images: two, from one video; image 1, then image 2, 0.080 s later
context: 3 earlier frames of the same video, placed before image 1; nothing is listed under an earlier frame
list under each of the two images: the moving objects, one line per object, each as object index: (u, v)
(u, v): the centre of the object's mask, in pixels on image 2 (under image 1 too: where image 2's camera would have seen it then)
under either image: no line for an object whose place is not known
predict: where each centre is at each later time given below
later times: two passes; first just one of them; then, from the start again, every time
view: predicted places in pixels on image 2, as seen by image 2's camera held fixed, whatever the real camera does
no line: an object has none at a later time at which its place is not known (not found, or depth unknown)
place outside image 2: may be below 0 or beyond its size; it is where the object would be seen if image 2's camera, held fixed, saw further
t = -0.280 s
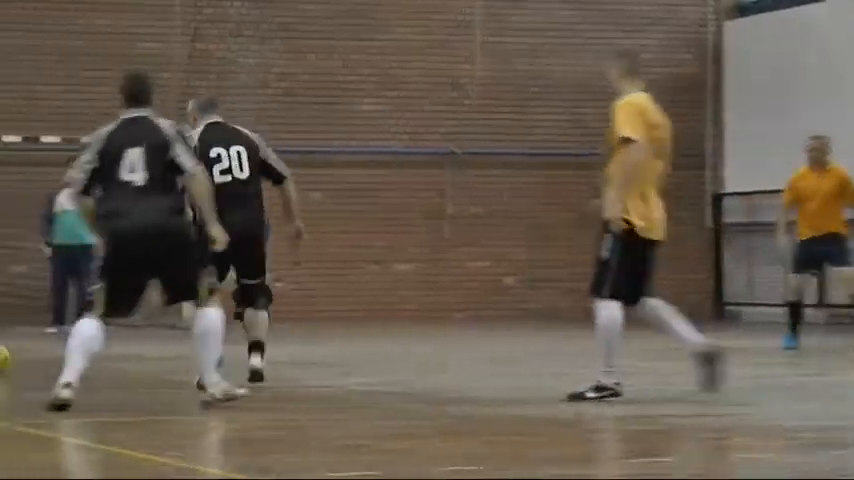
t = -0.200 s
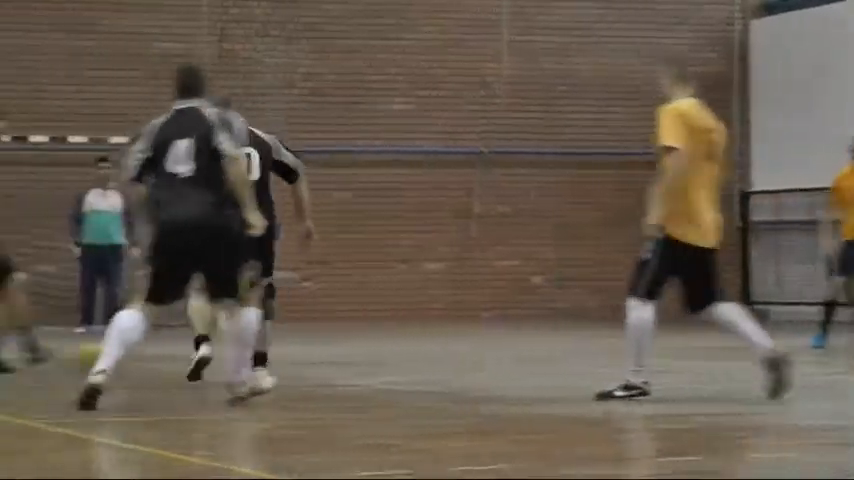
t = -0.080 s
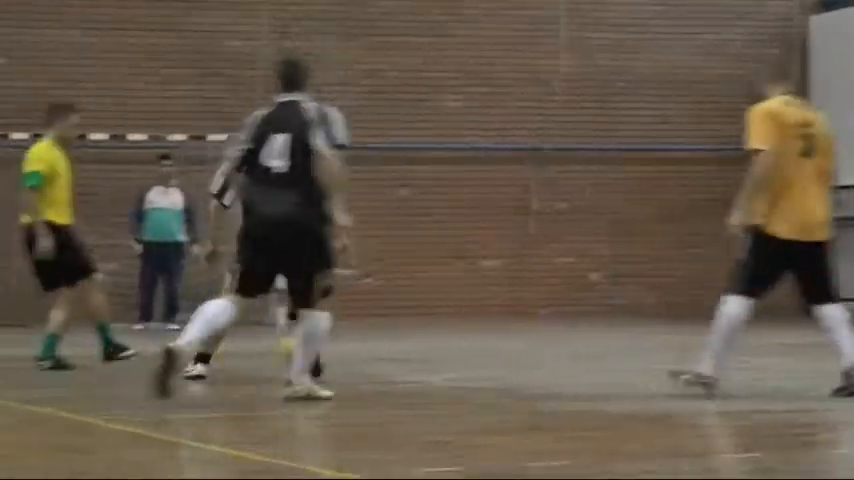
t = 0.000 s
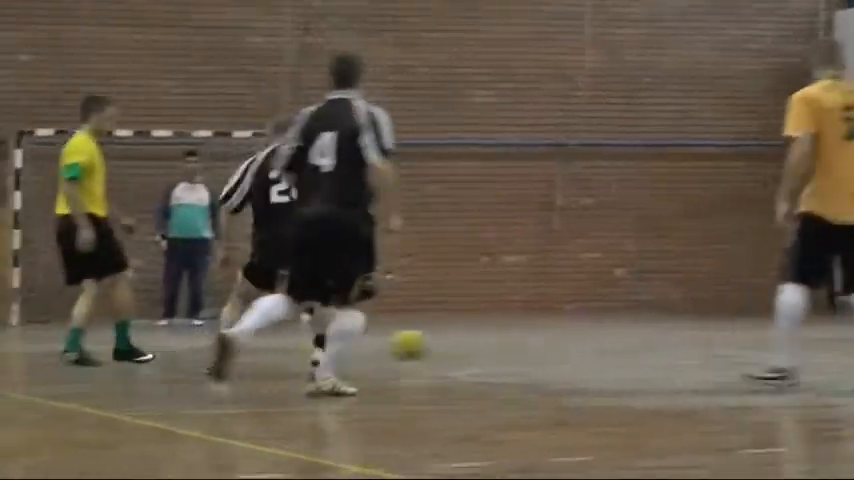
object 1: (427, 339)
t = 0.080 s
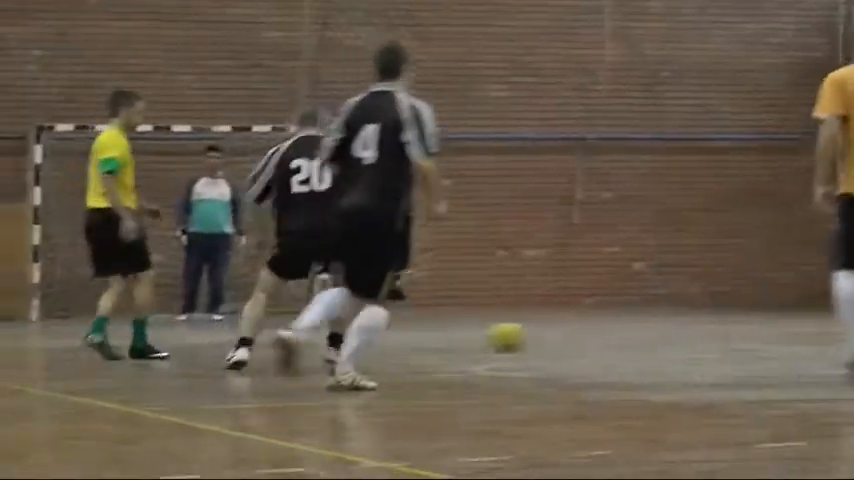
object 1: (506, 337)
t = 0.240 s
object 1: (641, 333)
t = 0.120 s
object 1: (542, 337)
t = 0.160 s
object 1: (577, 336)
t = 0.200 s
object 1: (609, 335)
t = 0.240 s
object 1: (641, 333)
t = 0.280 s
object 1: (672, 332)
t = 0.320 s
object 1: (700, 332)
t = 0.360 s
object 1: (726, 331)
